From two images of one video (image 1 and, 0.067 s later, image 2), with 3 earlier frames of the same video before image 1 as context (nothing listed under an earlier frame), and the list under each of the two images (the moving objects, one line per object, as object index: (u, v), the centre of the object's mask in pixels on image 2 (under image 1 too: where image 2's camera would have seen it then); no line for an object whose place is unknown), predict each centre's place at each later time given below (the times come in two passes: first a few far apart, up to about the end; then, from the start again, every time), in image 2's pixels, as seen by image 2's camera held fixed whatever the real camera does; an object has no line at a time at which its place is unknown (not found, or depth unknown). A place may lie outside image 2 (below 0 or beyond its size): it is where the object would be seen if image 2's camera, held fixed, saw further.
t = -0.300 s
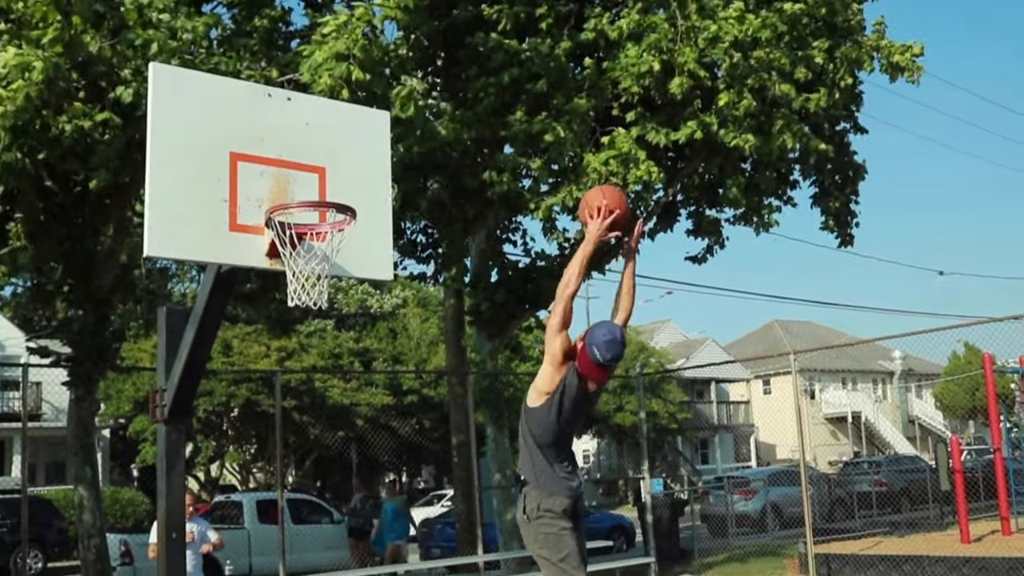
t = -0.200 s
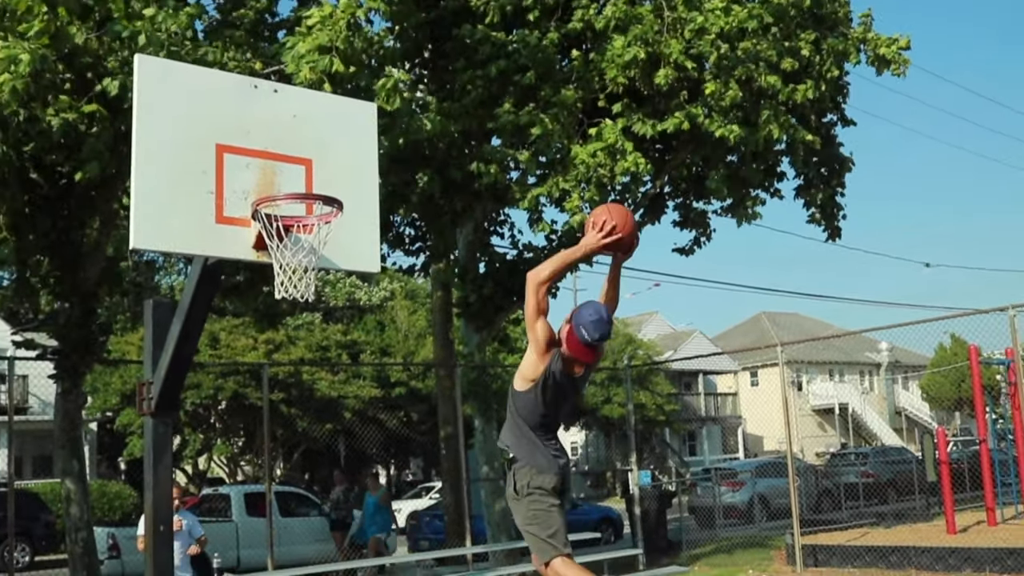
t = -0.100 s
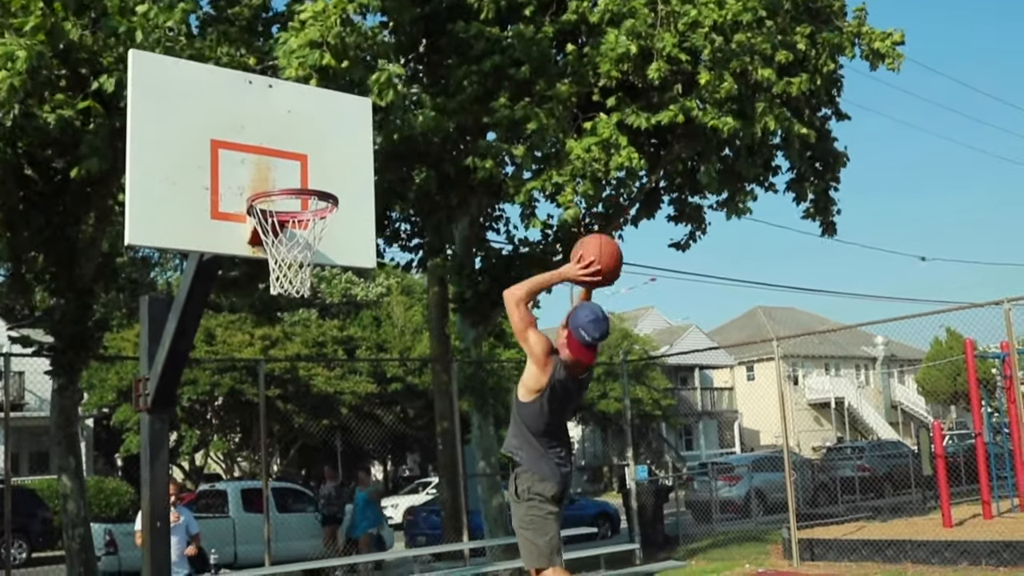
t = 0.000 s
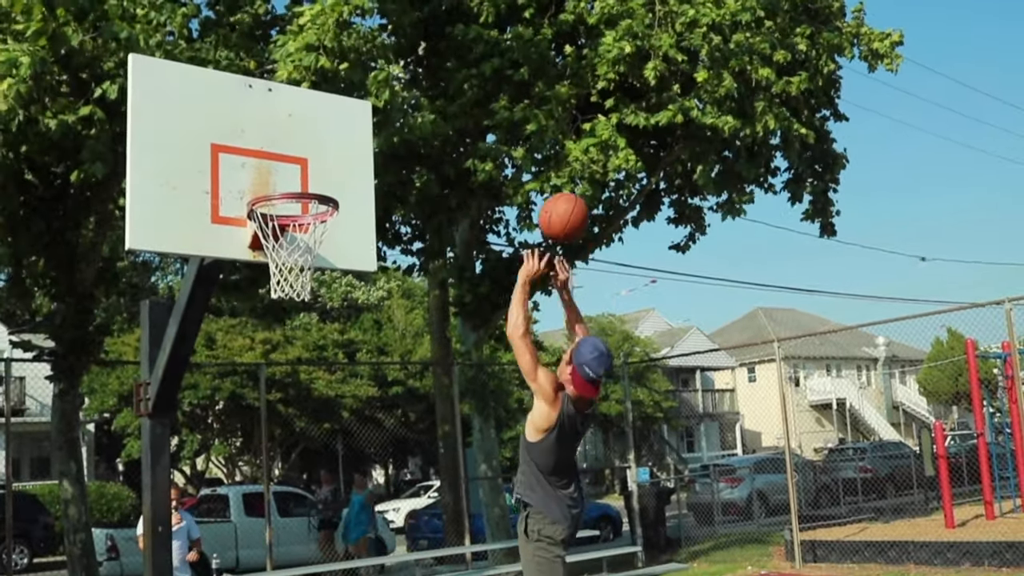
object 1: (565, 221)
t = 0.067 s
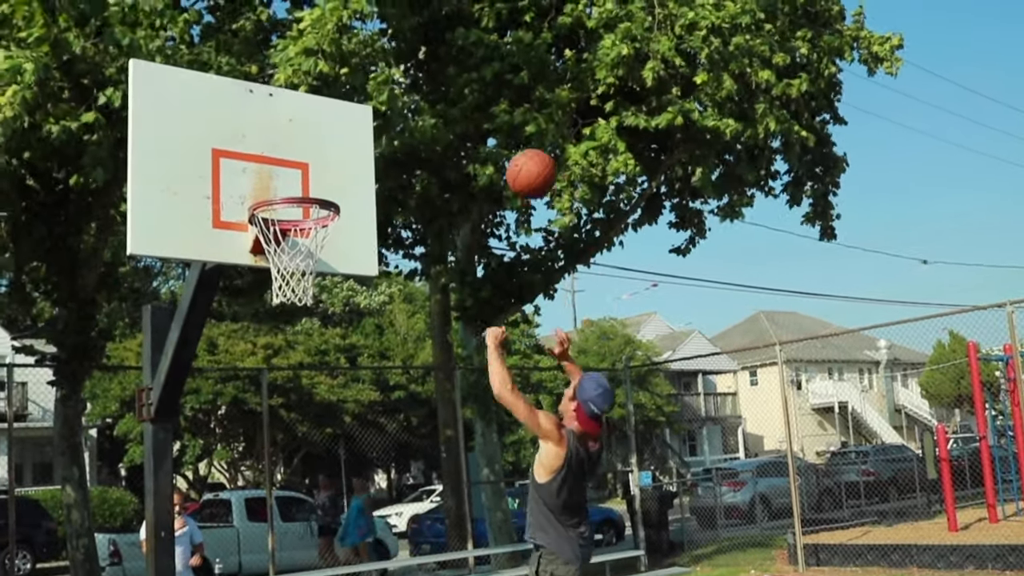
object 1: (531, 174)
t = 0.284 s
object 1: (435, 86)
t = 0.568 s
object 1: (329, 108)
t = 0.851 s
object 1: (306, 204)
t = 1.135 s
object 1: (286, 166)
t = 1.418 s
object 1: (258, 284)
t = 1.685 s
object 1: (230, 618)
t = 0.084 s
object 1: (522, 162)
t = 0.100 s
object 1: (514, 153)
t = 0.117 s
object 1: (506, 144)
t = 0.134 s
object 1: (499, 136)
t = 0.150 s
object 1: (492, 127)
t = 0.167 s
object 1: (485, 121)
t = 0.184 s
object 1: (477, 114)
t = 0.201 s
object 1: (469, 107)
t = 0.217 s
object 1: (463, 102)
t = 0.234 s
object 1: (457, 98)
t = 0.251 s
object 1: (451, 96)
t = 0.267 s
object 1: (442, 89)
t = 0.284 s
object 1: (435, 86)
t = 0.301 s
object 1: (427, 83)
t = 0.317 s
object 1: (423, 82)
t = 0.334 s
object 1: (415, 80)
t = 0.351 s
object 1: (409, 78)
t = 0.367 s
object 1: (403, 77)
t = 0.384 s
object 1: (396, 77)
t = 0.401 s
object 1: (390, 77)
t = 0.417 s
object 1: (384, 78)
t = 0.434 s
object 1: (376, 79)
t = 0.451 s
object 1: (370, 80)
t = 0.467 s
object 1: (364, 83)
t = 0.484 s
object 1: (357, 86)
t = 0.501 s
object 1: (352, 90)
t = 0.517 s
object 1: (347, 94)
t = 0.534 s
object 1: (341, 98)
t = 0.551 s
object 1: (335, 102)
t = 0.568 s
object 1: (329, 108)
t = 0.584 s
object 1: (323, 114)
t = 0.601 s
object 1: (317, 120)
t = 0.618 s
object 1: (311, 127)
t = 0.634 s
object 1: (306, 134)
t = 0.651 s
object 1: (300, 141)
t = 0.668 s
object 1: (295, 150)
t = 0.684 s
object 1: (289, 158)
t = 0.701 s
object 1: (284, 167)
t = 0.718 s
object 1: (278, 176)
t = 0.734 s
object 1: (272, 183)
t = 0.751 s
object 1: (265, 190)
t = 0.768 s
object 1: (269, 191)
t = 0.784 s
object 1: (280, 196)
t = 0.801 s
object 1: (289, 200)
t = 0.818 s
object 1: (296, 202)
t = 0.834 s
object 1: (301, 203)
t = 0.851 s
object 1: (306, 204)
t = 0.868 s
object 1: (308, 197)
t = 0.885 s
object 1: (307, 194)
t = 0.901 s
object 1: (306, 189)
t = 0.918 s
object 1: (304, 184)
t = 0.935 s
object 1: (303, 180)
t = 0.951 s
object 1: (302, 177)
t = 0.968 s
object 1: (300, 175)
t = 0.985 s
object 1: (299, 171)
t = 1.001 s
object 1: (298, 169)
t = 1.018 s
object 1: (296, 167)
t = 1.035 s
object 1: (295, 165)
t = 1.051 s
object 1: (293, 165)
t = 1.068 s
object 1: (292, 164)
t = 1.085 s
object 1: (291, 164)
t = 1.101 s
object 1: (289, 164)
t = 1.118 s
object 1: (288, 165)
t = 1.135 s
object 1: (286, 166)
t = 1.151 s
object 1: (284, 168)
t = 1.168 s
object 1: (283, 171)
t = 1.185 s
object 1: (282, 173)
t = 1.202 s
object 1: (280, 177)
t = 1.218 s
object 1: (278, 181)
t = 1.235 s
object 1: (276, 186)
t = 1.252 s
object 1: (275, 192)
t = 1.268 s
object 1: (273, 198)
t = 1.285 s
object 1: (272, 205)
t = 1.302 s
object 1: (270, 212)
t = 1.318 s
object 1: (269, 220)
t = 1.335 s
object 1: (267, 229)
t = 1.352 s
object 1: (265, 239)
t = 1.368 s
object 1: (264, 250)
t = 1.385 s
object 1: (262, 261)
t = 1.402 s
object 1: (260, 272)
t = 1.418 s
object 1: (258, 284)
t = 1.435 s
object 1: (257, 298)
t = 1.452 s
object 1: (255, 312)
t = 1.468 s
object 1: (253, 327)
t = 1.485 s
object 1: (251, 344)
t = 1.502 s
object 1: (249, 360)
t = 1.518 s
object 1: (248, 377)
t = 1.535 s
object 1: (247, 395)
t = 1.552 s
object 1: (244, 416)
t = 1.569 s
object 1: (242, 437)
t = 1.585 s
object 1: (240, 460)
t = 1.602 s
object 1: (239, 483)
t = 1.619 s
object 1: (237, 508)
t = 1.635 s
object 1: (236, 533)
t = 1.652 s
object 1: (234, 560)
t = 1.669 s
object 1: (232, 588)
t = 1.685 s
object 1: (230, 618)
